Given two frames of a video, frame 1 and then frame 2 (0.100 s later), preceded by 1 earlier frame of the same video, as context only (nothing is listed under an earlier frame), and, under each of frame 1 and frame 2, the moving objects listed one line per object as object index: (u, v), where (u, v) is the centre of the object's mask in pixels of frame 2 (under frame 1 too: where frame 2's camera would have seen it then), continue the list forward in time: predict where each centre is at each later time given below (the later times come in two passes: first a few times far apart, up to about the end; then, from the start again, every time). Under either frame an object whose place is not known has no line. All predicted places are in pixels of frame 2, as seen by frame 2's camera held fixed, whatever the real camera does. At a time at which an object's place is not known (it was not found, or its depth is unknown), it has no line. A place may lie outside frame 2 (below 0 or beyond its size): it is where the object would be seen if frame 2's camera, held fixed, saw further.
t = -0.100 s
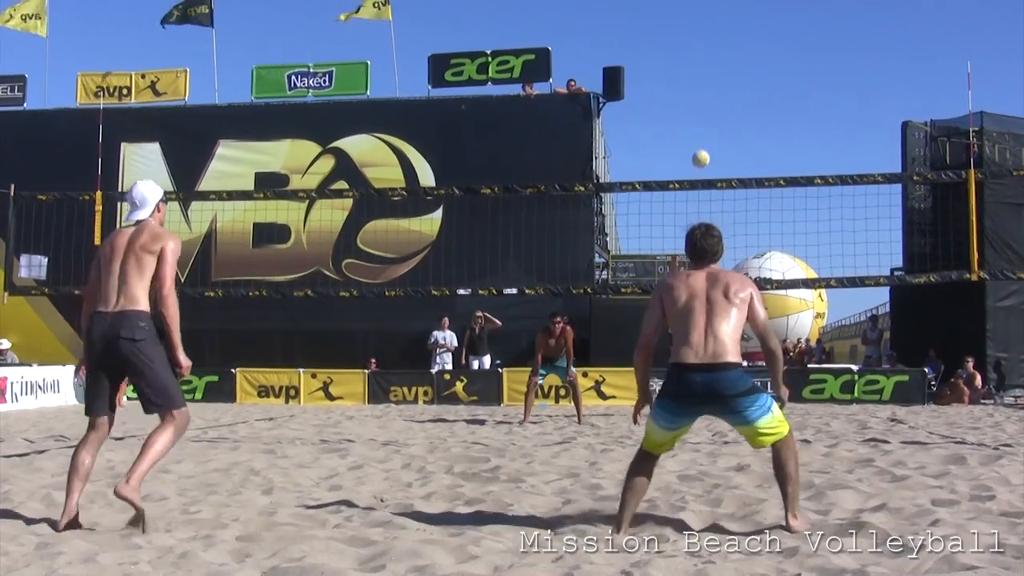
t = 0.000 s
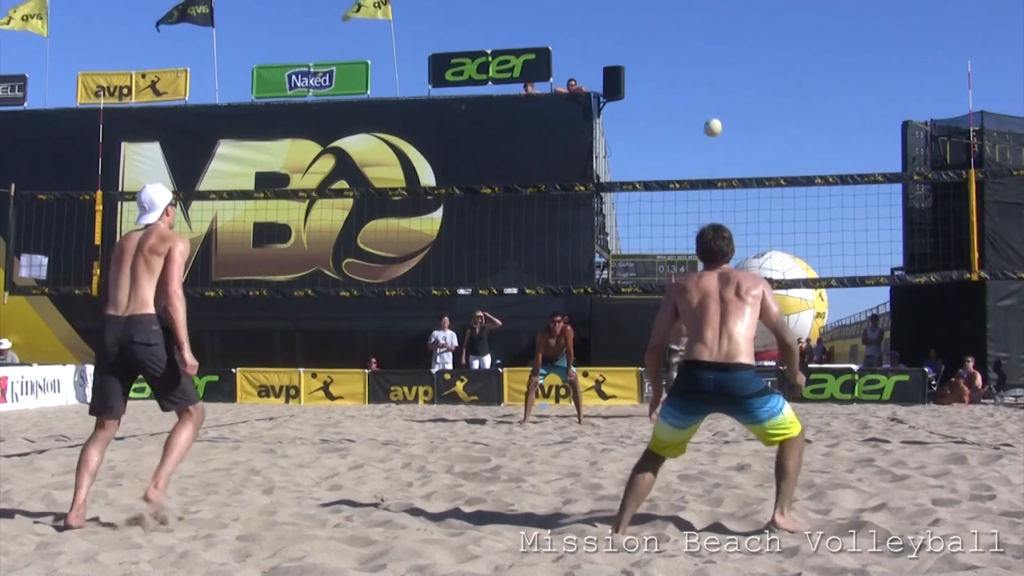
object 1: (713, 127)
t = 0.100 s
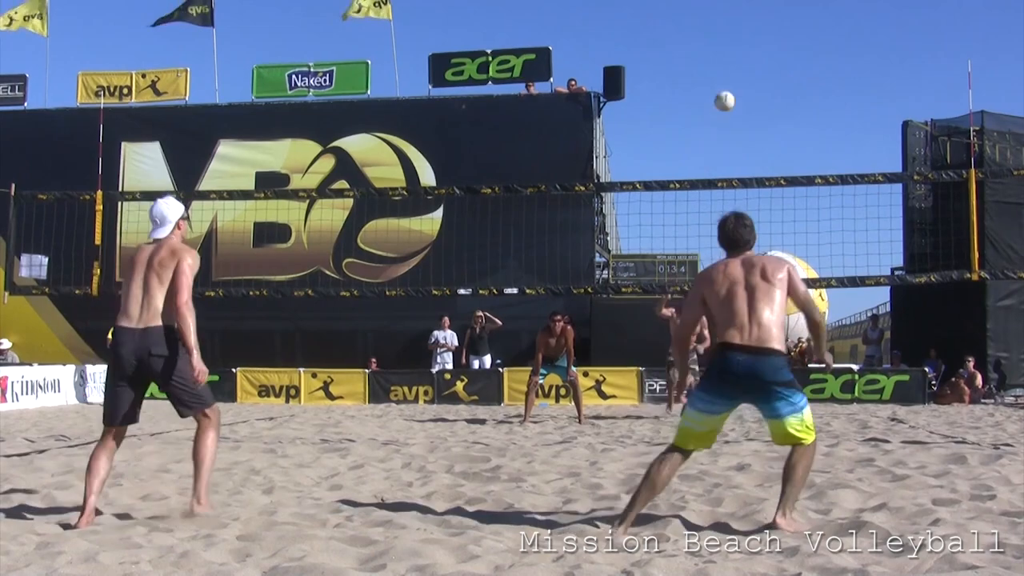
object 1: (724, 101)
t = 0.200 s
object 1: (737, 82)
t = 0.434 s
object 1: (771, 76)
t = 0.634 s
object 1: (809, 139)
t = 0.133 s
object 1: (728, 94)
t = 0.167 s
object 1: (732, 88)
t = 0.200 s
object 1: (737, 82)
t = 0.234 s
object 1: (741, 77)
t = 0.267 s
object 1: (745, 74)
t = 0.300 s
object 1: (750, 72)
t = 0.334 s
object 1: (755, 71)
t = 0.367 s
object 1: (760, 72)
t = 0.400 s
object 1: (765, 73)
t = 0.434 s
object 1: (771, 76)
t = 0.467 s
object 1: (776, 82)
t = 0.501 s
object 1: (782, 89)
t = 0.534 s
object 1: (789, 97)
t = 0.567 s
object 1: (795, 109)
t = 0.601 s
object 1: (802, 122)
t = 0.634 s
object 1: (809, 139)
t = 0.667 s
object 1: (817, 158)
